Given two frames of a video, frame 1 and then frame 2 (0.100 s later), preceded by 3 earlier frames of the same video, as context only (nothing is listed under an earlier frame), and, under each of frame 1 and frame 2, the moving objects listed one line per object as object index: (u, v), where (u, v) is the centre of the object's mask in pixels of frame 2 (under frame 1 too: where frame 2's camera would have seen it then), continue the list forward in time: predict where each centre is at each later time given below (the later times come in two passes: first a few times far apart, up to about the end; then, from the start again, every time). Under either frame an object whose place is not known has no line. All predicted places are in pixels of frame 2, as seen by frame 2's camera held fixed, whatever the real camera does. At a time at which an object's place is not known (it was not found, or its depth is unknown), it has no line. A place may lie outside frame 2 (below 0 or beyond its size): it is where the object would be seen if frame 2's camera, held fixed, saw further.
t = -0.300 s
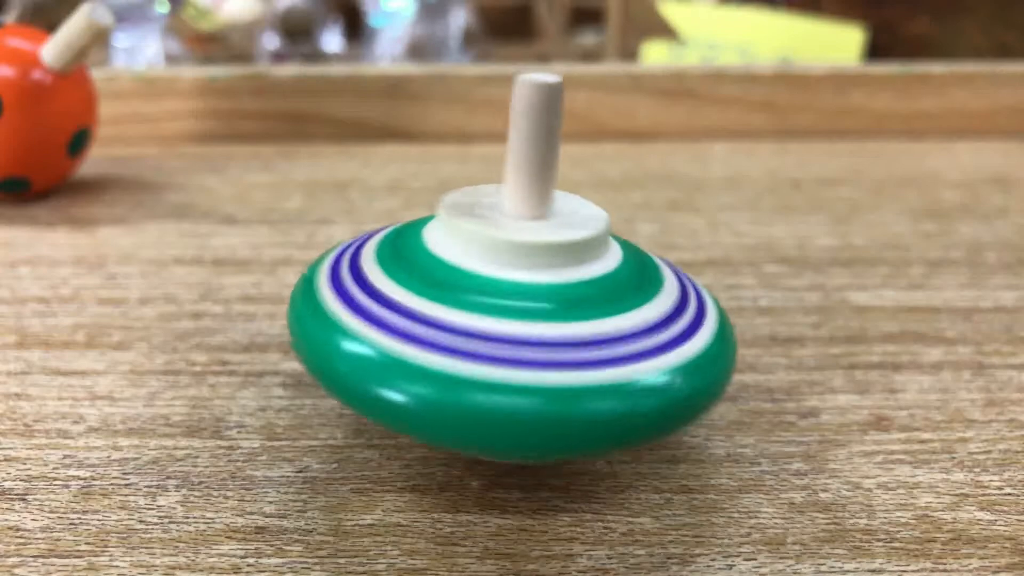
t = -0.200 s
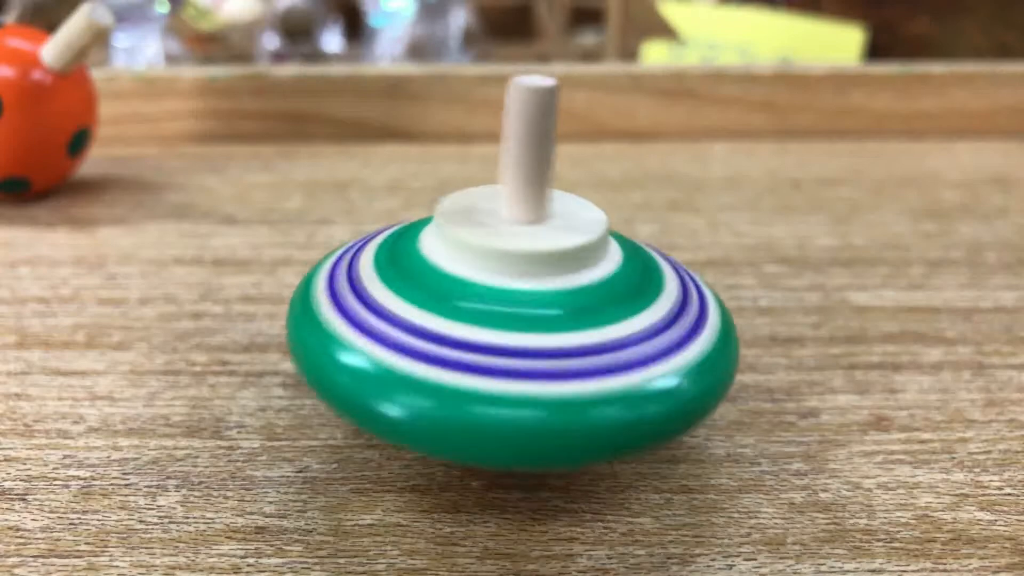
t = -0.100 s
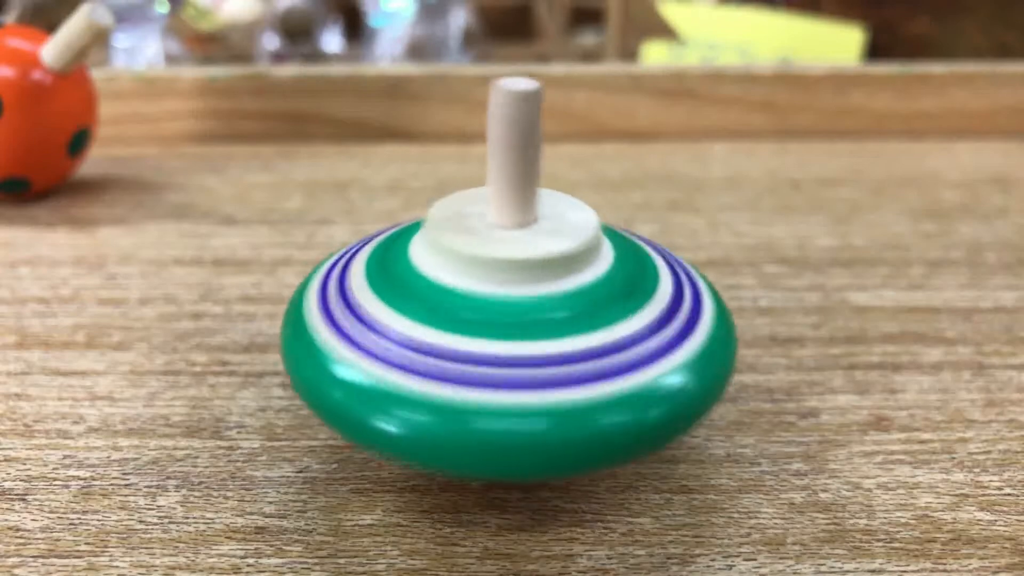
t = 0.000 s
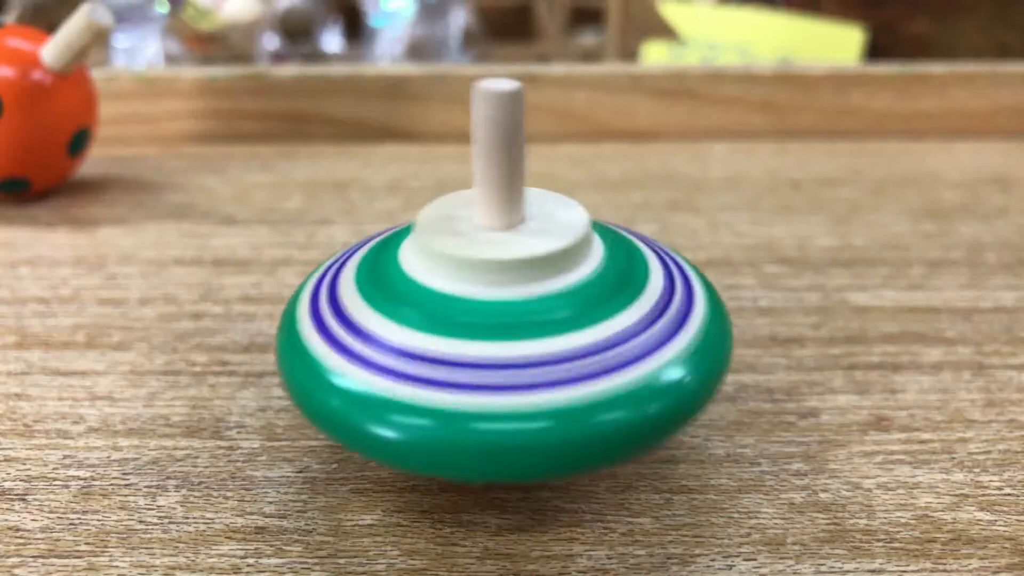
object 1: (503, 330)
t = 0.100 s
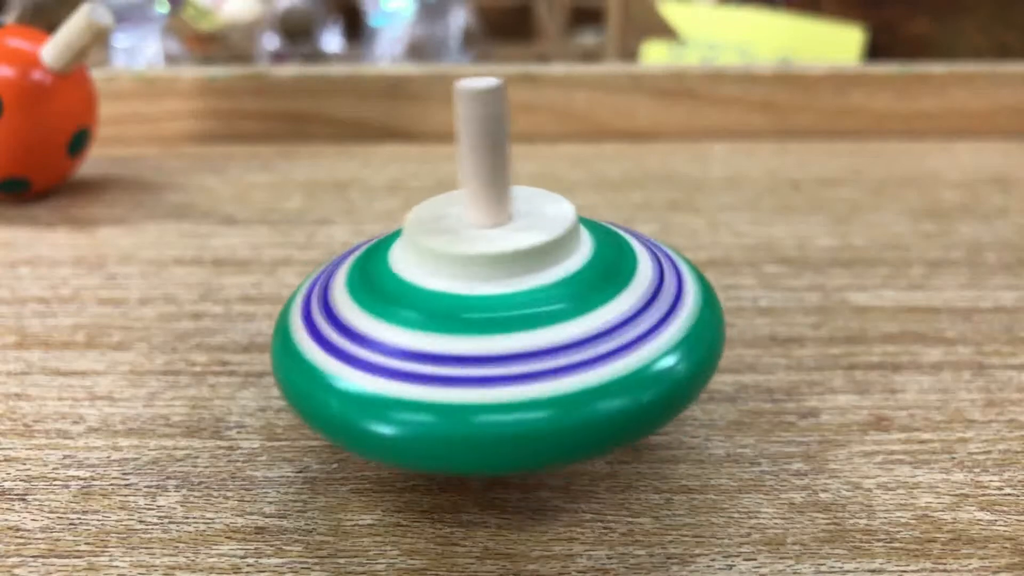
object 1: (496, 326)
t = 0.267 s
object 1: (488, 316)
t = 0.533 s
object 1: (496, 308)
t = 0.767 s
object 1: (507, 312)
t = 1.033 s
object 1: (511, 327)
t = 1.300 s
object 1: (493, 323)
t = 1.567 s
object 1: (491, 310)
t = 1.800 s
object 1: (504, 309)
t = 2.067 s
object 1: (511, 321)
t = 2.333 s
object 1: (499, 324)
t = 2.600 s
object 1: (491, 311)
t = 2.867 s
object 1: (502, 309)
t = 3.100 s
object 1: (509, 320)
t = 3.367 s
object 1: (499, 326)
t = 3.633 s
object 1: (490, 313)
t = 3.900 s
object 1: (502, 310)
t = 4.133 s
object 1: (510, 320)
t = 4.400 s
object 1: (499, 325)
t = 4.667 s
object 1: (492, 312)
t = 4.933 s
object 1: (502, 310)
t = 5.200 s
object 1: (511, 322)
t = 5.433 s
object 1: (497, 324)
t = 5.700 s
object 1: (493, 310)
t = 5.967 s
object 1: (508, 313)
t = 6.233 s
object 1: (507, 326)
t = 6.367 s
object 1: (498, 324)
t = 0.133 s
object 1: (494, 324)
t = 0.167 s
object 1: (493, 322)
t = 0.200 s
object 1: (491, 319)
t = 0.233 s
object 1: (490, 318)
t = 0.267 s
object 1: (488, 316)
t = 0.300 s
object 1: (488, 314)
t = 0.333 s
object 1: (488, 312)
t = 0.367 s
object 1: (488, 311)
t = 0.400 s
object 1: (489, 310)
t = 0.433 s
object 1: (489, 310)
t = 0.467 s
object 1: (492, 309)
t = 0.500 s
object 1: (494, 309)
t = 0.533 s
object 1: (496, 308)
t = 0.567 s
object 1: (498, 308)
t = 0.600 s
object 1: (499, 309)
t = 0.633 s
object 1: (502, 309)
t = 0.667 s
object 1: (505, 309)
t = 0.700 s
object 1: (506, 310)
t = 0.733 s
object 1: (506, 310)
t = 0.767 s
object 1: (507, 312)
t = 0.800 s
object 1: (509, 314)
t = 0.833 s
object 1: (510, 316)
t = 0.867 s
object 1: (512, 319)
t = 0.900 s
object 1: (513, 321)
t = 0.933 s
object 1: (514, 323)
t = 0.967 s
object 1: (514, 325)
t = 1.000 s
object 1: (513, 326)
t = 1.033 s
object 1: (511, 327)
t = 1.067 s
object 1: (508, 328)
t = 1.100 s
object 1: (505, 327)
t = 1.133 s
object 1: (503, 327)
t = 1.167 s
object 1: (501, 328)
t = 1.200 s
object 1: (499, 327)
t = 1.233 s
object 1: (496, 326)
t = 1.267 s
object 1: (494, 325)
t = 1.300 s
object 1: (493, 323)
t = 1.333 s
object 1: (491, 321)
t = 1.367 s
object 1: (490, 318)
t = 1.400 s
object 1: (490, 316)
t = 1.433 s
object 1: (490, 314)
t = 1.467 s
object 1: (489, 312)
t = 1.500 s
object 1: (489, 312)
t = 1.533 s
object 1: (489, 311)
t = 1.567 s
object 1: (491, 310)
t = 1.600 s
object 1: (493, 310)
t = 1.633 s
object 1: (495, 309)
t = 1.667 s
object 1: (497, 309)
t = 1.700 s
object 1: (496, 309)
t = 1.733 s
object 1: (496, 308)
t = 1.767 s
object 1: (501, 307)
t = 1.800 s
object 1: (504, 309)
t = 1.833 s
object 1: (506, 311)
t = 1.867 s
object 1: (506, 313)
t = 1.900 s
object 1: (507, 315)
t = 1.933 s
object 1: (509, 316)
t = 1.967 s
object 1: (511, 317)
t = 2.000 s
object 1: (512, 319)
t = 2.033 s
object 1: (511, 320)
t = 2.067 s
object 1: (511, 321)
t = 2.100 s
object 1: (511, 323)
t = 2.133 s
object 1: (511, 326)
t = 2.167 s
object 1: (508, 328)
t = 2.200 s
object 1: (507, 328)
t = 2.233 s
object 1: (504, 329)
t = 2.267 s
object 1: (502, 327)
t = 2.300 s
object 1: (501, 325)
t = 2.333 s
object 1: (499, 324)
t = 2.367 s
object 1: (497, 324)
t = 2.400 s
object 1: (494, 322)
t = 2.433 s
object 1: (492, 321)
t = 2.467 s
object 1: (491, 319)
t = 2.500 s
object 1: (490, 316)
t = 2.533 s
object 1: (491, 314)
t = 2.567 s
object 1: (491, 313)
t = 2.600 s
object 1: (491, 311)
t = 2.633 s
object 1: (490, 311)
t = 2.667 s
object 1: (491, 310)
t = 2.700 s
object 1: (492, 310)
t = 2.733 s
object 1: (495, 309)
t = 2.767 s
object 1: (495, 309)
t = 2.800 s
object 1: (495, 309)
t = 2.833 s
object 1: (499, 306)
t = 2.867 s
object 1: (502, 309)
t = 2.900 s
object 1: (504, 311)
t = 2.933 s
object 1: (505, 312)
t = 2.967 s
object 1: (506, 314)
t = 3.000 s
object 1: (508, 315)
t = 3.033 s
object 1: (510, 315)
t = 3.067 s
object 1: (510, 317)
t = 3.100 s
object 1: (509, 320)
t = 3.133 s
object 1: (508, 322)
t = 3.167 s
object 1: (509, 323)
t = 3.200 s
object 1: (510, 325)
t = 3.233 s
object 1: (510, 326)
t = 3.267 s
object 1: (508, 327)
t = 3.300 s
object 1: (504, 326)
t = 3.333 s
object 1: (501, 326)
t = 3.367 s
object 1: (499, 326)
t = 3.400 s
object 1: (497, 325)
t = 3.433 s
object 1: (496, 325)
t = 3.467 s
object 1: (495, 322)
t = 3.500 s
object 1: (493, 320)
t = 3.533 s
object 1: (491, 318)
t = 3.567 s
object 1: (490, 316)
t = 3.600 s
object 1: (490, 315)
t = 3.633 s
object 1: (490, 313)
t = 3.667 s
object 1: (490, 312)
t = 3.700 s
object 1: (491, 310)
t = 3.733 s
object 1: (492, 308)
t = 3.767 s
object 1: (493, 309)
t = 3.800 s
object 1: (495, 309)
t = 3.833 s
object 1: (495, 309)
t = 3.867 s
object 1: (498, 309)
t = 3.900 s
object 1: (502, 310)
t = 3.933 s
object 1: (504, 309)
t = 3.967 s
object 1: (506, 311)
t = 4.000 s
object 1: (506, 313)
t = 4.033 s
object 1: (509, 315)
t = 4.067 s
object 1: (511, 316)
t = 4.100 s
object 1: (511, 317)
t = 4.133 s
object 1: (510, 320)
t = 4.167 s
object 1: (510, 320)
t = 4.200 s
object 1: (509, 324)
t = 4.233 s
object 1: (510, 325)
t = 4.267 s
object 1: (510, 326)
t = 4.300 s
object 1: (507, 326)
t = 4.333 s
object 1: (504, 326)
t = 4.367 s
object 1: (500, 325)
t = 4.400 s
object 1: (499, 325)
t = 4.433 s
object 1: (498, 325)
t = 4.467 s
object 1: (497, 322)
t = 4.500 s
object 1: (494, 320)
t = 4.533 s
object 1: (492, 318)
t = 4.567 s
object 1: (491, 317)
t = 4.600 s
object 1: (492, 316)
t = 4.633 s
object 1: (492, 314)
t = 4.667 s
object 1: (492, 312)
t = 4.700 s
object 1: (492, 310)
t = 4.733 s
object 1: (493, 310)
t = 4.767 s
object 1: (494, 311)
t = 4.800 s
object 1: (496, 310)
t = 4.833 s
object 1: (497, 309)
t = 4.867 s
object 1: (498, 309)
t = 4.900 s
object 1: (499, 309)
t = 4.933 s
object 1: (502, 310)
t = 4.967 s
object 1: (508, 313)
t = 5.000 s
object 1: (509, 313)
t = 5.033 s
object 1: (508, 314)
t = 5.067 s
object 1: (507, 316)
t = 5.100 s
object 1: (506, 319)
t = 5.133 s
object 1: (505, 320)
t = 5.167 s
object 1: (509, 321)
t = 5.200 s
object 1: (511, 322)
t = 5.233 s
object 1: (509, 325)
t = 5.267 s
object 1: (507, 326)
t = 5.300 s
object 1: (504, 327)
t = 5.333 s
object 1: (502, 327)
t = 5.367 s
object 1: (500, 323)
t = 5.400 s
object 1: (499, 323)
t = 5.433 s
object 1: (497, 324)
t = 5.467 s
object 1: (495, 322)
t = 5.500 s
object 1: (494, 320)
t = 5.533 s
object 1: (493, 317)
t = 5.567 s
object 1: (491, 315)
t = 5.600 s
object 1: (491, 315)
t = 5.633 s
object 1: (493, 313)
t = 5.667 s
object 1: (493, 312)
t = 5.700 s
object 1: (493, 310)
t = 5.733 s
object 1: (494, 310)
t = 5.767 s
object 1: (495, 311)
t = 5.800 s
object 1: (498, 310)
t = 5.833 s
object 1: (498, 310)
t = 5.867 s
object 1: (497, 309)
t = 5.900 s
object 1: (501, 310)
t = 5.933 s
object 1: (507, 313)
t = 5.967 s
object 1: (508, 313)
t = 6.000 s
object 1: (509, 314)
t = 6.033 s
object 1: (508, 316)
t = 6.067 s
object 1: (508, 319)
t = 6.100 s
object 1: (506, 320)
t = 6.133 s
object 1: (507, 321)
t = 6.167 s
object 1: (508, 322)
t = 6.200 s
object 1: (508, 324)
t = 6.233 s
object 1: (507, 326)
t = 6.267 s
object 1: (506, 326)
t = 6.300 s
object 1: (503, 324)
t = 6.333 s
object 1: (500, 324)
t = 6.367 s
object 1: (498, 324)
